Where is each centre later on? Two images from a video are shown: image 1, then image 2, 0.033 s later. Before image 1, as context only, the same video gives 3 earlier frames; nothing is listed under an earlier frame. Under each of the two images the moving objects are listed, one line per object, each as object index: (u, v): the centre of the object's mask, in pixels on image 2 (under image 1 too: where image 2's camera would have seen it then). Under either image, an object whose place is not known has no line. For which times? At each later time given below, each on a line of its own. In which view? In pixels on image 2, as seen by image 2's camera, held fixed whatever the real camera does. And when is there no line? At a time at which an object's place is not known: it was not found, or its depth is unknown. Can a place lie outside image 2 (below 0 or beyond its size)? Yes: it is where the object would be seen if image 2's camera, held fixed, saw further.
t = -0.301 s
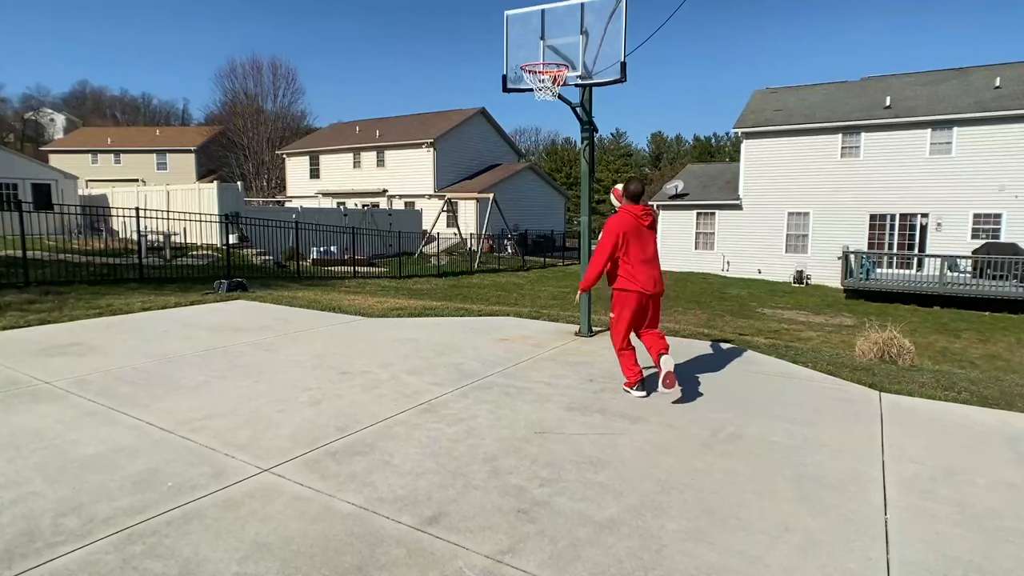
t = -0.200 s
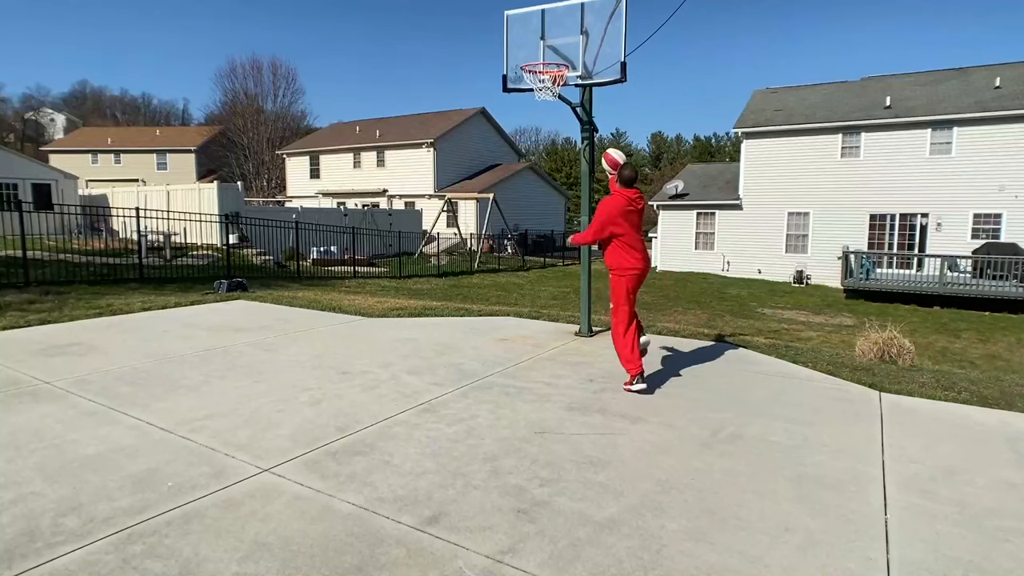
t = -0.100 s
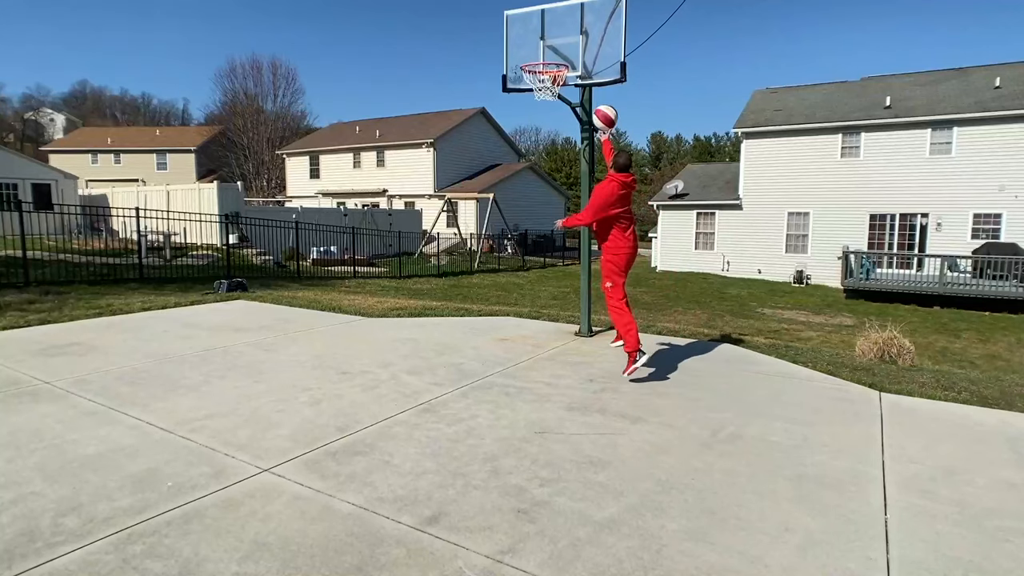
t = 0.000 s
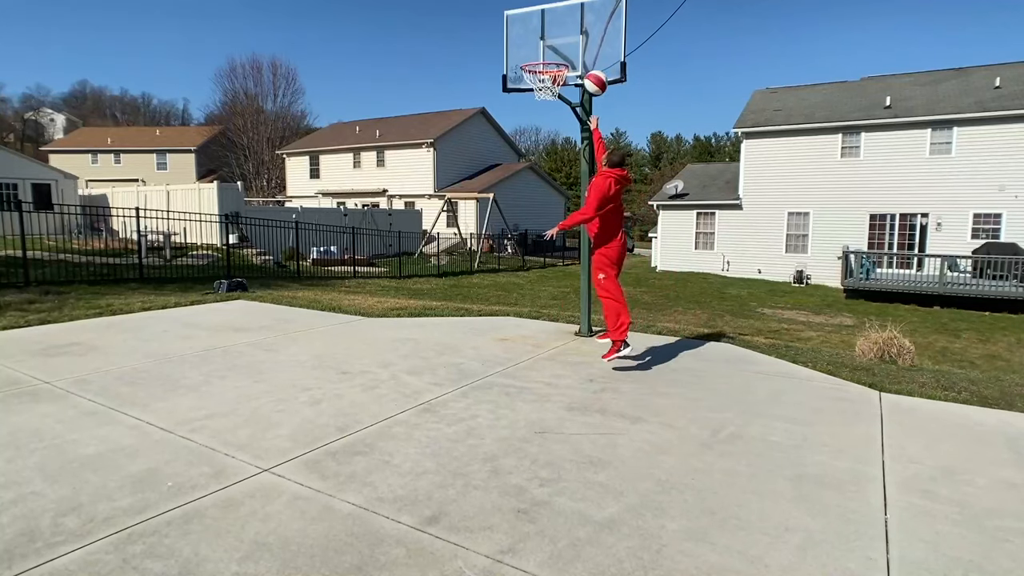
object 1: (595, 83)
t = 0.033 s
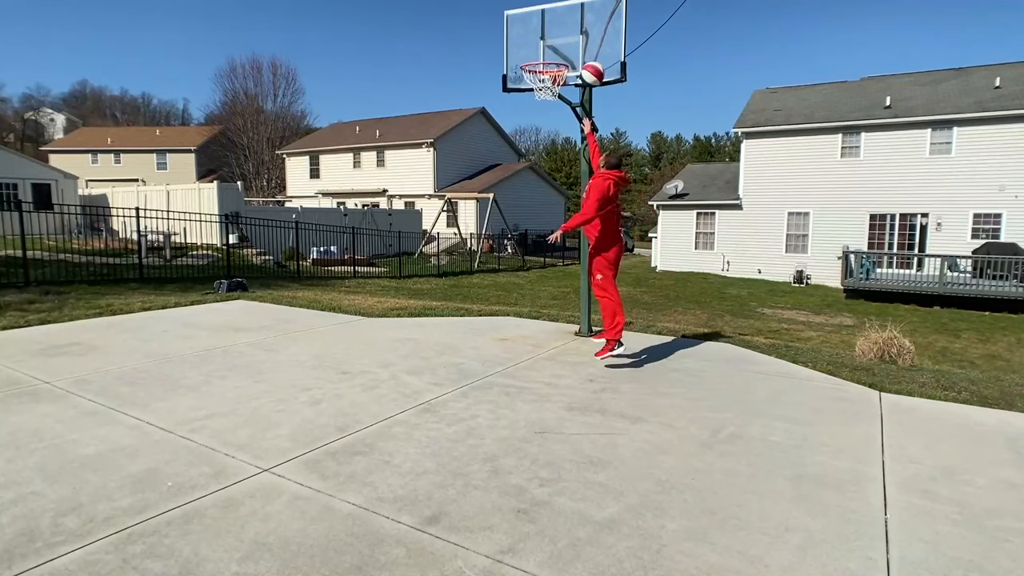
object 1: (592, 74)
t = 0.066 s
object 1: (589, 67)
